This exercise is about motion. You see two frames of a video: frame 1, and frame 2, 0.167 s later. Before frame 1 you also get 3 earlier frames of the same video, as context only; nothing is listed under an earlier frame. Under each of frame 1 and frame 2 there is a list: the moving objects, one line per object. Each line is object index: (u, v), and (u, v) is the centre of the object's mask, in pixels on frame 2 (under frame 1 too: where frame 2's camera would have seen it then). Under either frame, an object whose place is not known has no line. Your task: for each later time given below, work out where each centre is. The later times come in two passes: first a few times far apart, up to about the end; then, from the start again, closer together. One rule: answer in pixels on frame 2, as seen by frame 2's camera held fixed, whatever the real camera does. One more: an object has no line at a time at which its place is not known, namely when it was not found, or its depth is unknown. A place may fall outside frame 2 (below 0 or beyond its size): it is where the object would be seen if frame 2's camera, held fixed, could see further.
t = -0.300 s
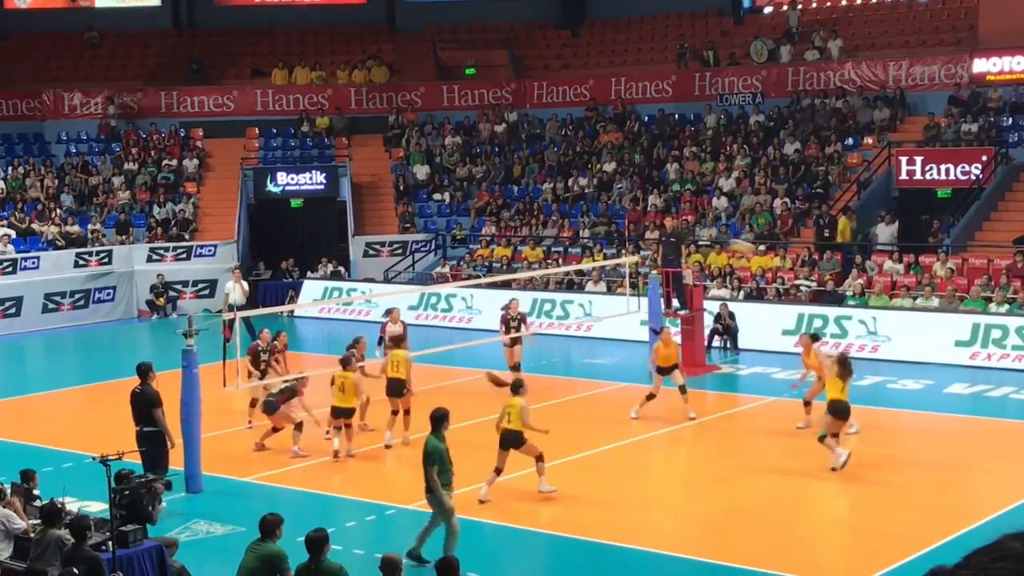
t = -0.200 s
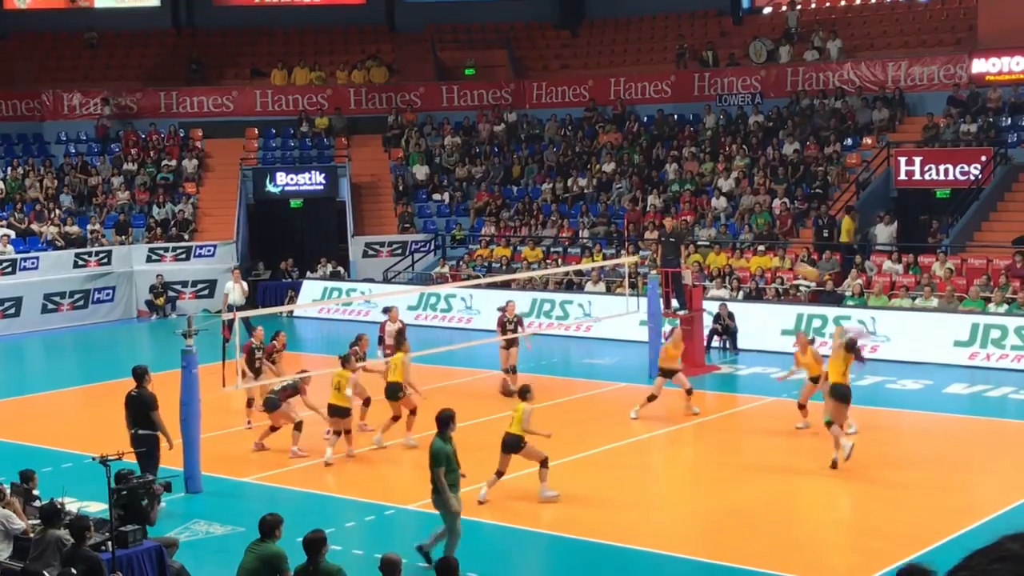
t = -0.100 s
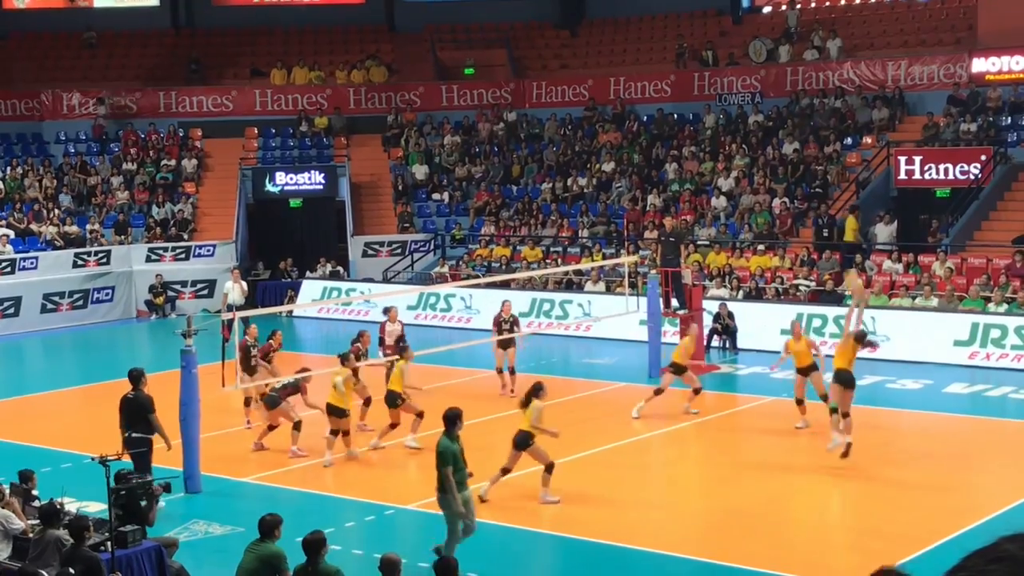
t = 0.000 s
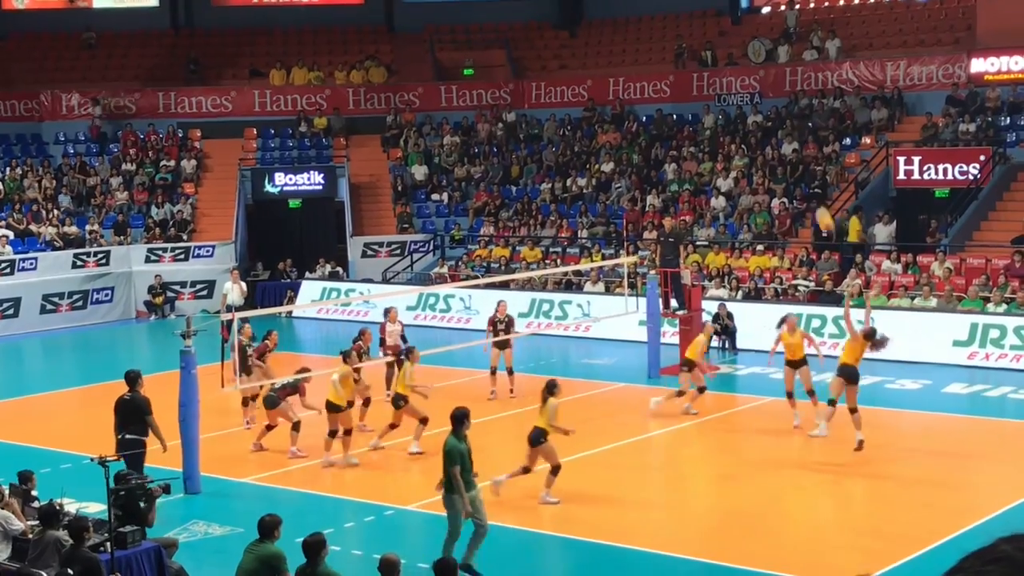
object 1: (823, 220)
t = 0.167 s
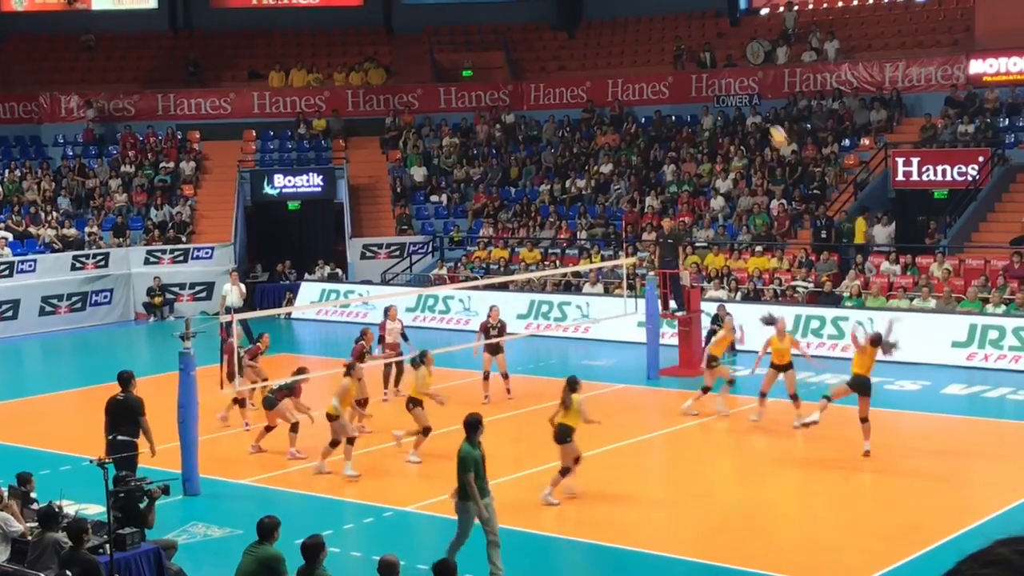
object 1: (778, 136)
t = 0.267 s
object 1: (752, 98)
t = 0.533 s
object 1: (689, 31)
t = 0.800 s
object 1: (631, 18)
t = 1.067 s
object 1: (580, 52)
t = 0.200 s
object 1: (770, 123)
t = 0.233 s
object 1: (761, 110)
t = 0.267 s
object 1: (752, 98)
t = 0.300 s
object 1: (744, 85)
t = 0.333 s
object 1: (734, 74)
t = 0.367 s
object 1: (727, 65)
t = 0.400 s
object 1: (720, 57)
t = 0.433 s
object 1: (712, 49)
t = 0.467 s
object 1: (704, 42)
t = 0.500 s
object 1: (697, 37)
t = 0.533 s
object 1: (689, 31)
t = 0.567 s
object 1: (682, 27)
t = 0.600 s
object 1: (674, 23)
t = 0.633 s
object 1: (667, 20)
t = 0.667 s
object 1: (660, 18)
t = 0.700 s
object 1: (652, 17)
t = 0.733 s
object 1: (646, 17)
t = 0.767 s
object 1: (638, 17)
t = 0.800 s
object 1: (631, 18)
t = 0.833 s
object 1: (625, 20)
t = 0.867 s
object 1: (618, 22)
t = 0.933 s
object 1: (605, 29)
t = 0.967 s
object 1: (599, 33)
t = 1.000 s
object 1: (592, 39)
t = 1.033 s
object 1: (586, 45)
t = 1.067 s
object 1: (580, 52)
